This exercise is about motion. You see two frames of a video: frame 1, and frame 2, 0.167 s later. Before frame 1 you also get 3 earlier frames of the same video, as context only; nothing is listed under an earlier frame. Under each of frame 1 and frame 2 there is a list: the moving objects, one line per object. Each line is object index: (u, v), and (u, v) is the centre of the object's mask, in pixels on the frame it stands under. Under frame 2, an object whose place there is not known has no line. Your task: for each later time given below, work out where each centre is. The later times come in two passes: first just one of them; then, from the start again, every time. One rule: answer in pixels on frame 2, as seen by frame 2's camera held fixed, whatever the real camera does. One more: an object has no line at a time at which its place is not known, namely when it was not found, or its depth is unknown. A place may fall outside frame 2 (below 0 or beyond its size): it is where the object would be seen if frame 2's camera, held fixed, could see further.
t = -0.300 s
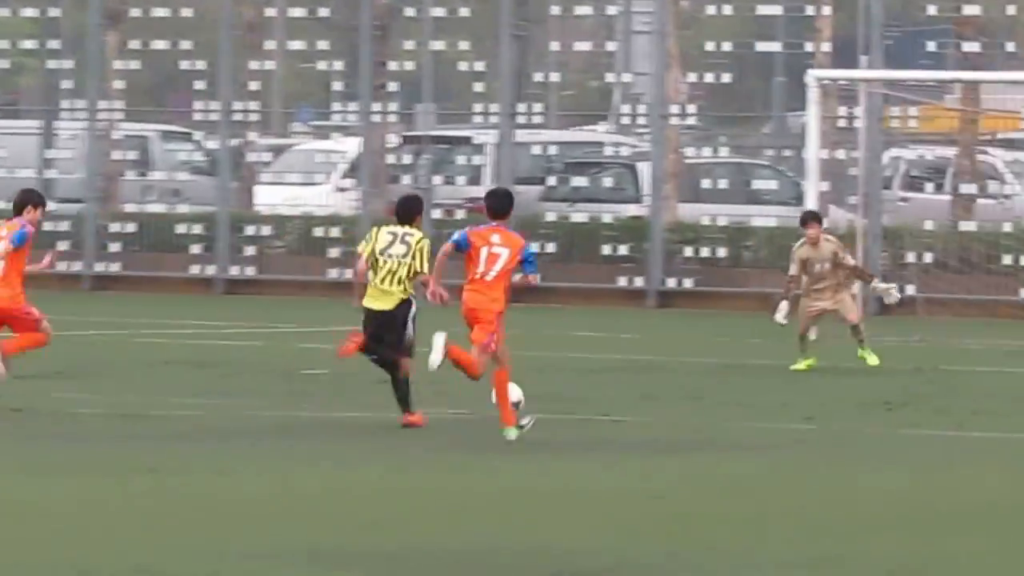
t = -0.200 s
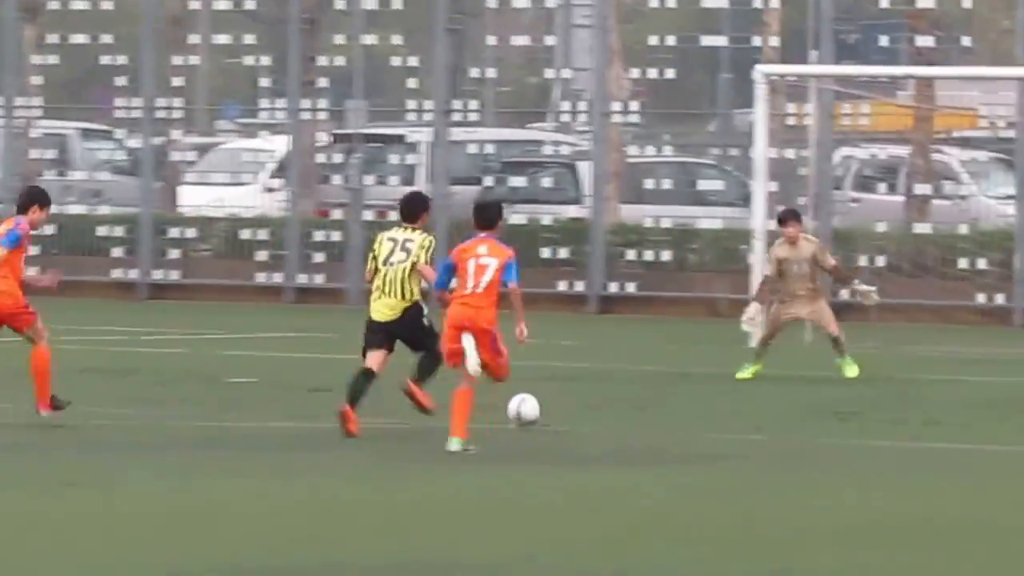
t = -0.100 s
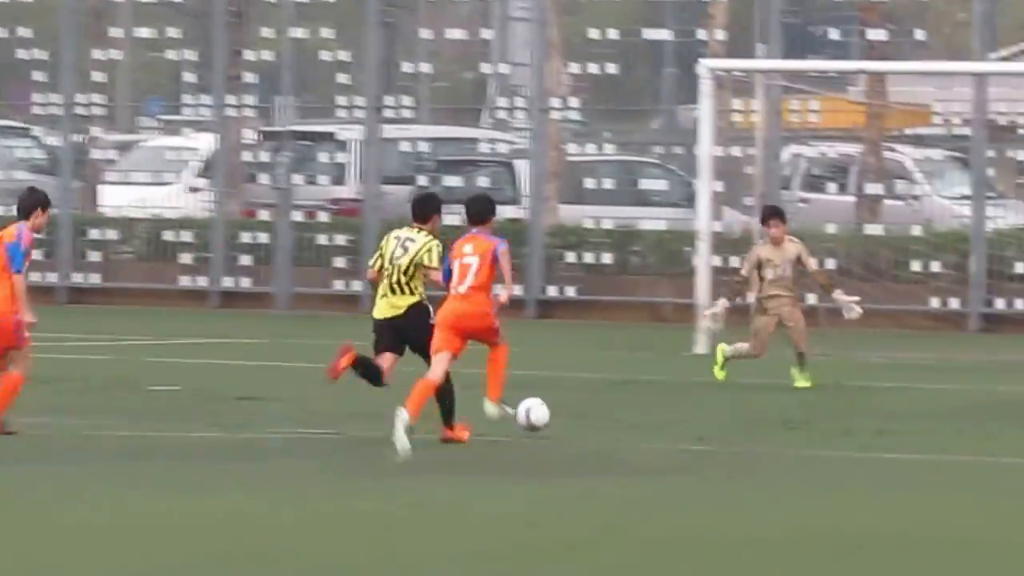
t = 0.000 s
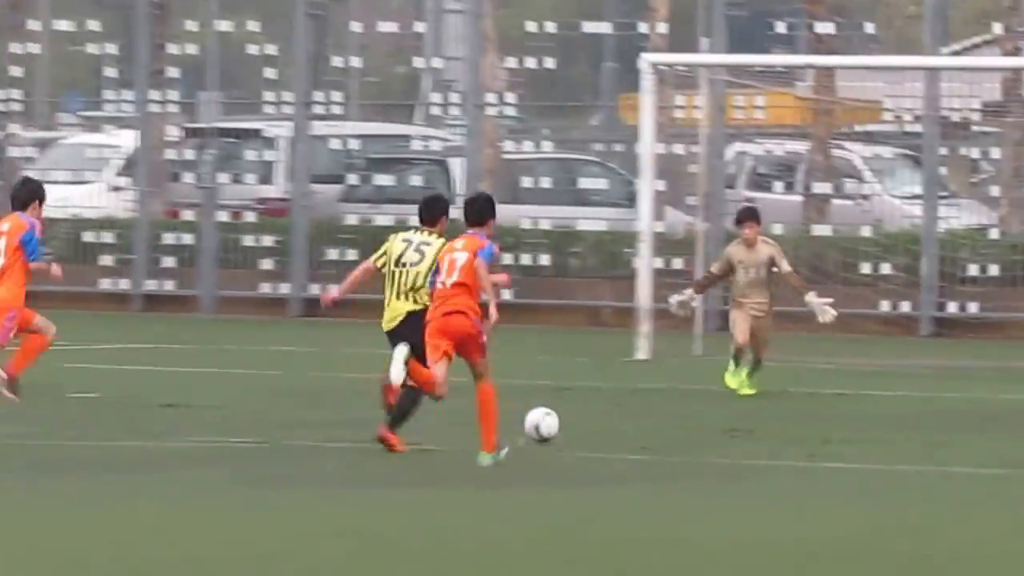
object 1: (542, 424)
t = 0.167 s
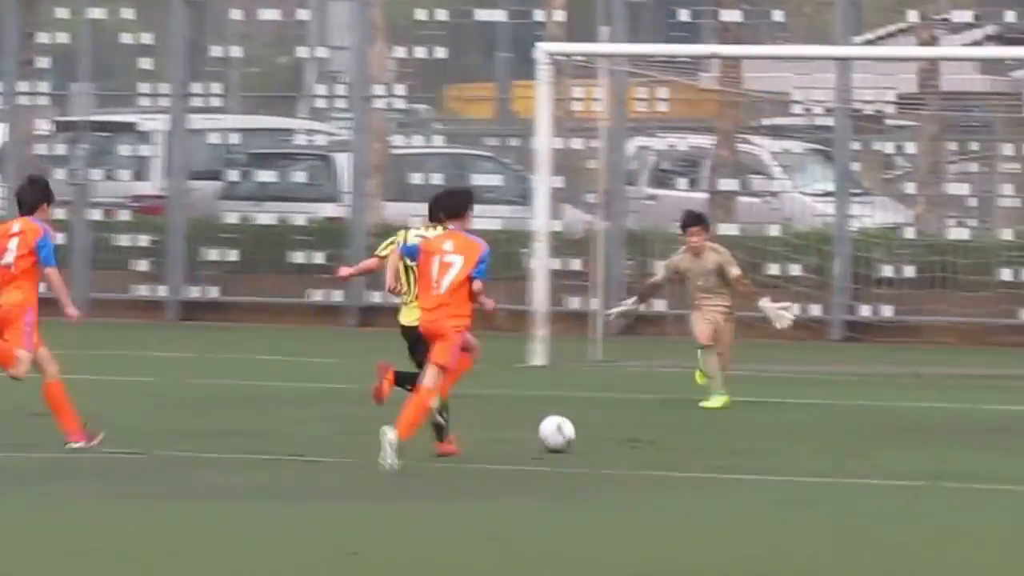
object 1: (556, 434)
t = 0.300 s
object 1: (652, 429)
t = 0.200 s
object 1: (582, 433)
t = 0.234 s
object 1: (605, 431)
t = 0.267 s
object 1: (628, 431)
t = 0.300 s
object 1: (652, 429)
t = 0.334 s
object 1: (674, 427)
